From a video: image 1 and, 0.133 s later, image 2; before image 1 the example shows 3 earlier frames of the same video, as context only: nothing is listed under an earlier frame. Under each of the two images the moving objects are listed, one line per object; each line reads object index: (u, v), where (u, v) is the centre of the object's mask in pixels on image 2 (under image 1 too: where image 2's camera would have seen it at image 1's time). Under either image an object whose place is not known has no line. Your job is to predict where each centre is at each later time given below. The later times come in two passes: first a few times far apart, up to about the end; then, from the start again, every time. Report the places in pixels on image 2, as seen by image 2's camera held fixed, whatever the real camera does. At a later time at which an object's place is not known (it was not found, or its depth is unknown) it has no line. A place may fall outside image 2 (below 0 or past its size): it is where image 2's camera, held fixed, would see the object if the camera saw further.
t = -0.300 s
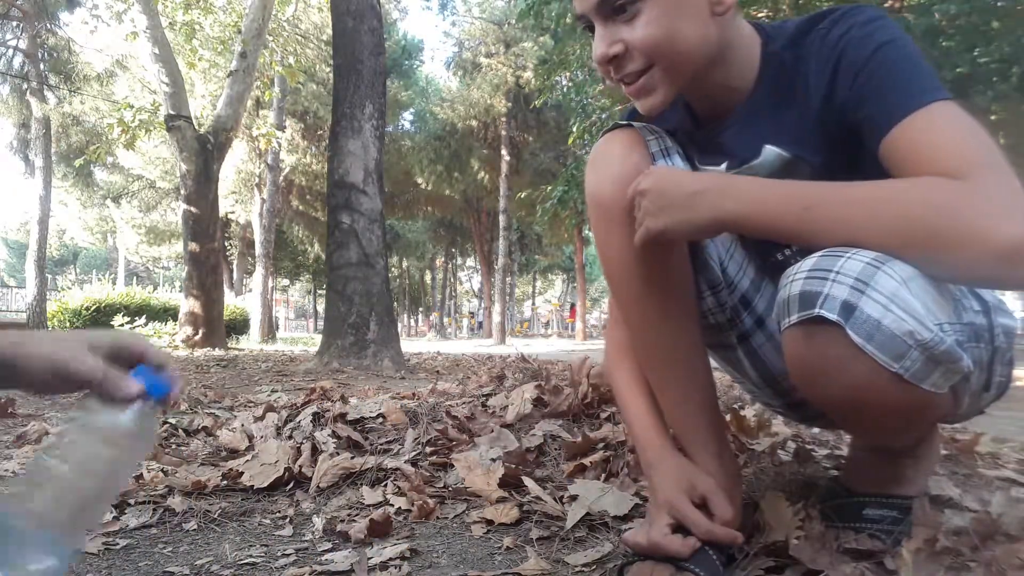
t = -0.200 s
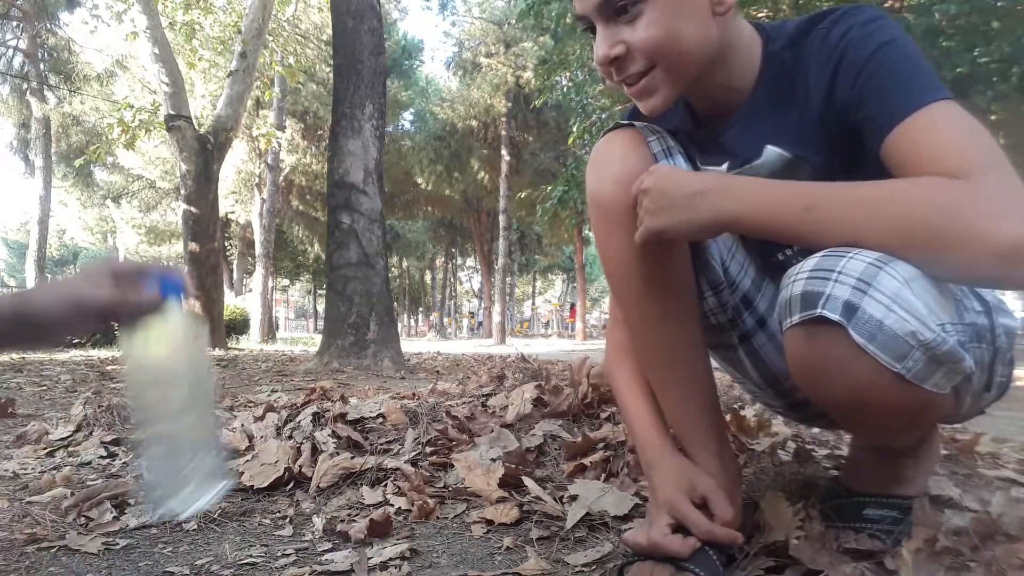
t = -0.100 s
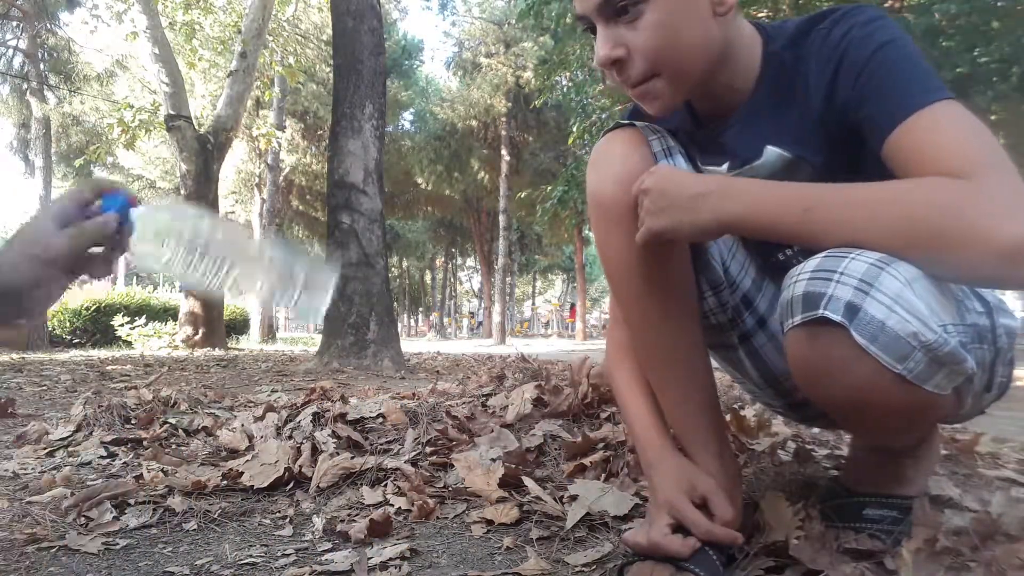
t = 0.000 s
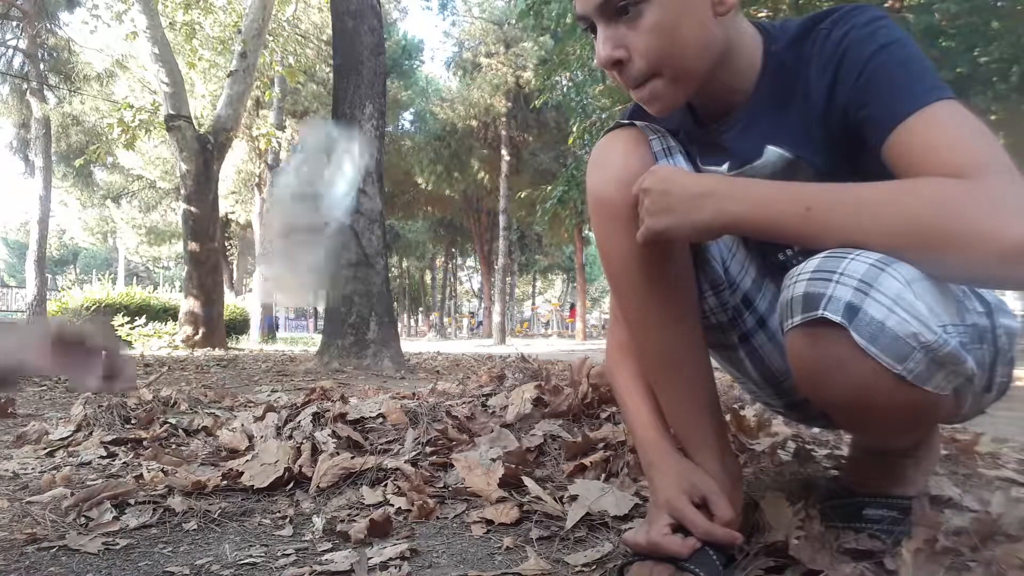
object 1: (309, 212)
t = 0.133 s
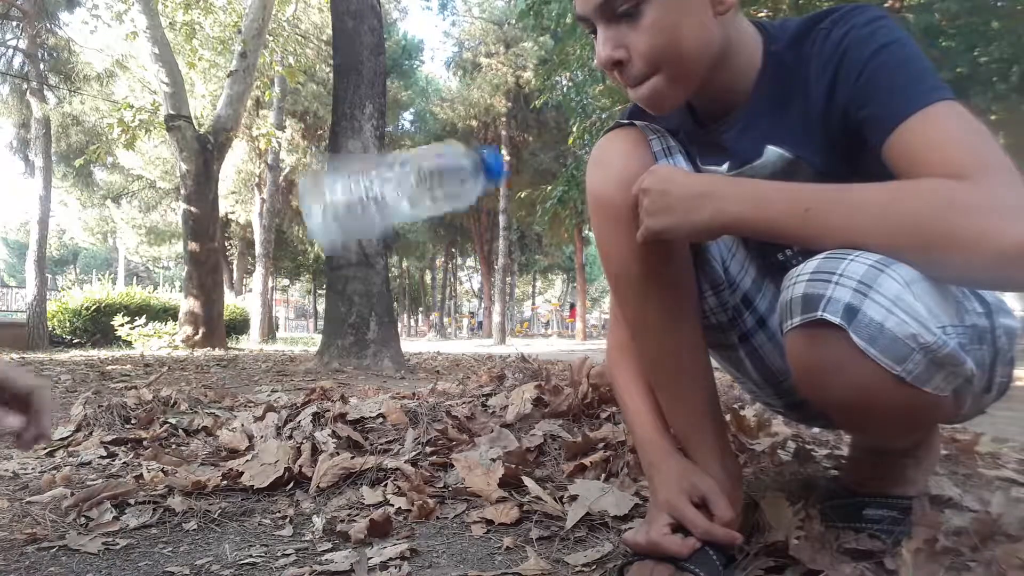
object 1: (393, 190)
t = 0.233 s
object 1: (394, 314)
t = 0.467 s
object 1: (333, 532)
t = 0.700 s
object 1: (317, 554)
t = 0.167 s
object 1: (391, 217)
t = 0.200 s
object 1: (394, 255)
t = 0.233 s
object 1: (394, 314)
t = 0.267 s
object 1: (396, 404)
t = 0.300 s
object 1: (398, 476)
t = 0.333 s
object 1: (388, 501)
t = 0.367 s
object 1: (374, 506)
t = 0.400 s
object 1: (362, 511)
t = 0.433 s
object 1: (350, 518)
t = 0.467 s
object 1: (333, 532)
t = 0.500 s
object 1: (316, 550)
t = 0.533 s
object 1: (316, 554)
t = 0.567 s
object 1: (315, 555)
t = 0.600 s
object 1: (315, 555)
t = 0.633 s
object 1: (314, 555)
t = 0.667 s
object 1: (315, 555)
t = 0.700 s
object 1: (317, 554)
